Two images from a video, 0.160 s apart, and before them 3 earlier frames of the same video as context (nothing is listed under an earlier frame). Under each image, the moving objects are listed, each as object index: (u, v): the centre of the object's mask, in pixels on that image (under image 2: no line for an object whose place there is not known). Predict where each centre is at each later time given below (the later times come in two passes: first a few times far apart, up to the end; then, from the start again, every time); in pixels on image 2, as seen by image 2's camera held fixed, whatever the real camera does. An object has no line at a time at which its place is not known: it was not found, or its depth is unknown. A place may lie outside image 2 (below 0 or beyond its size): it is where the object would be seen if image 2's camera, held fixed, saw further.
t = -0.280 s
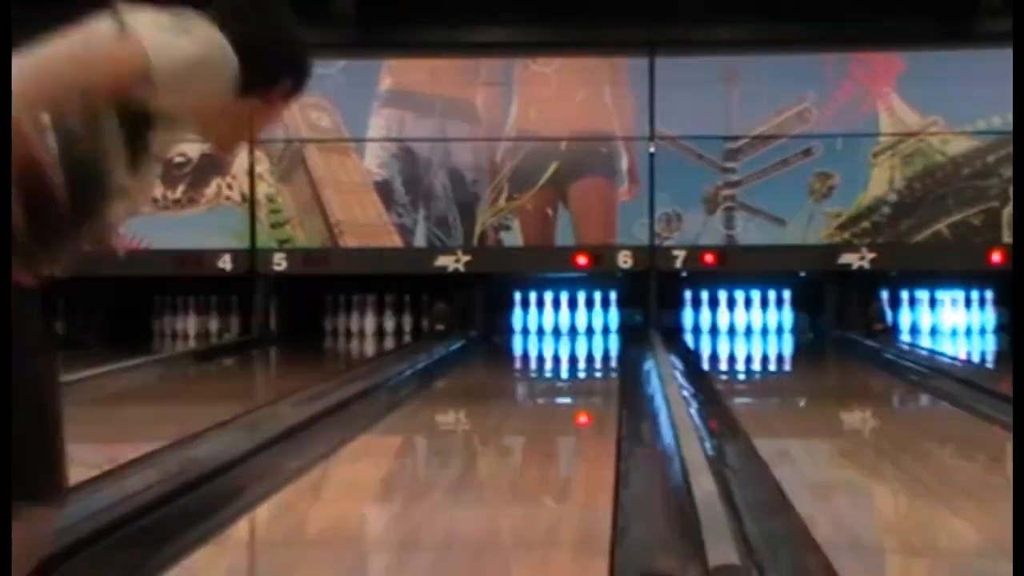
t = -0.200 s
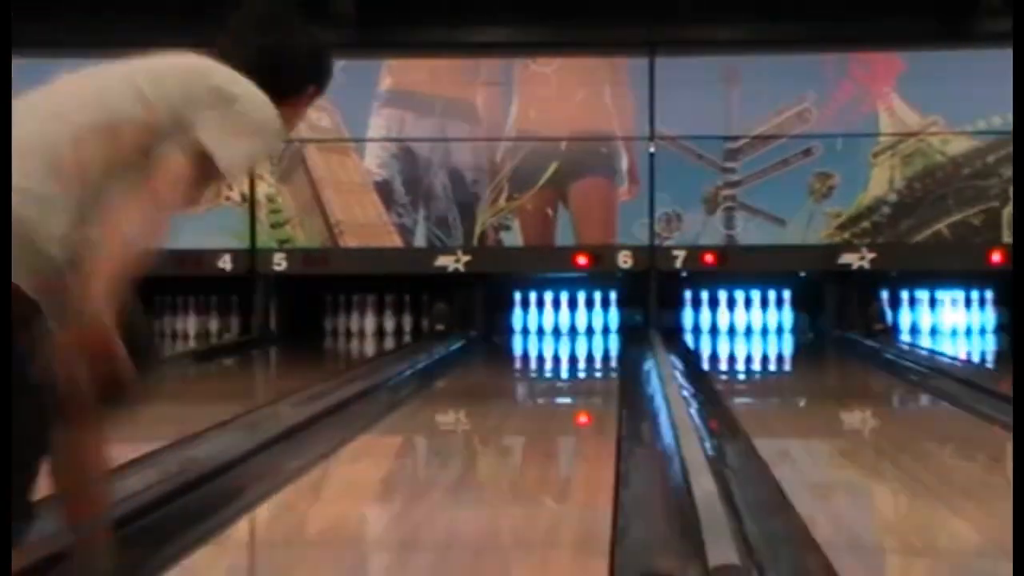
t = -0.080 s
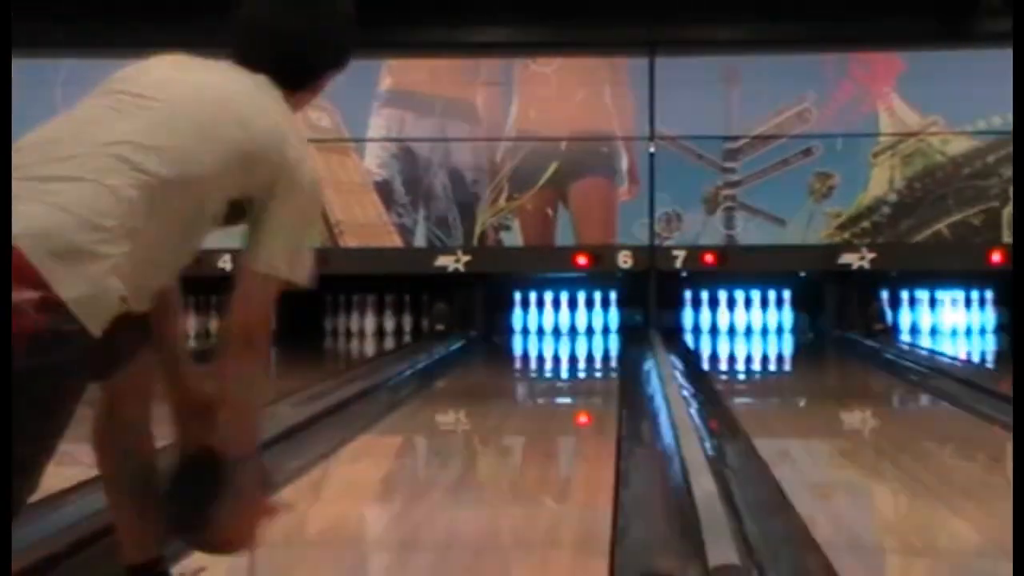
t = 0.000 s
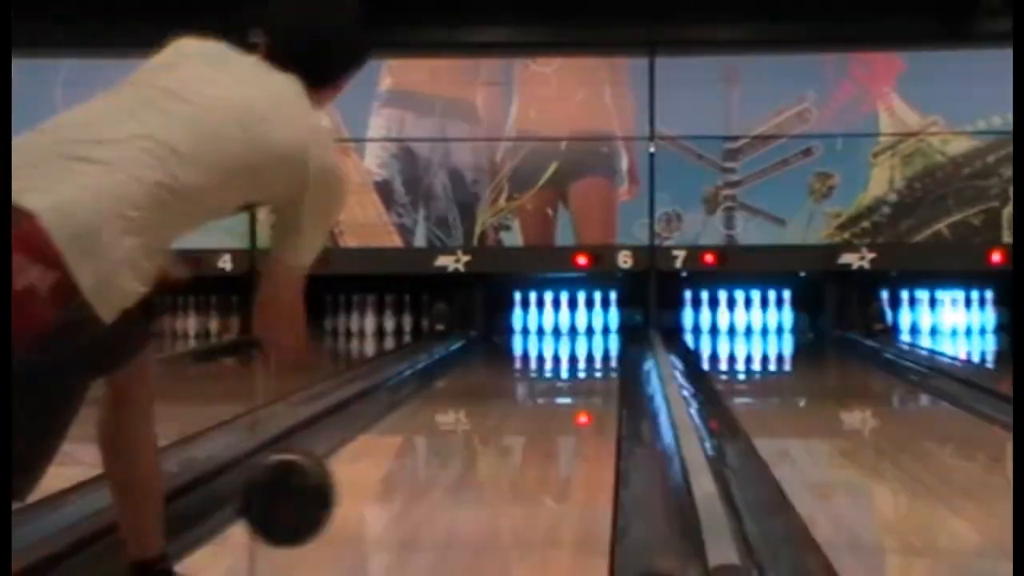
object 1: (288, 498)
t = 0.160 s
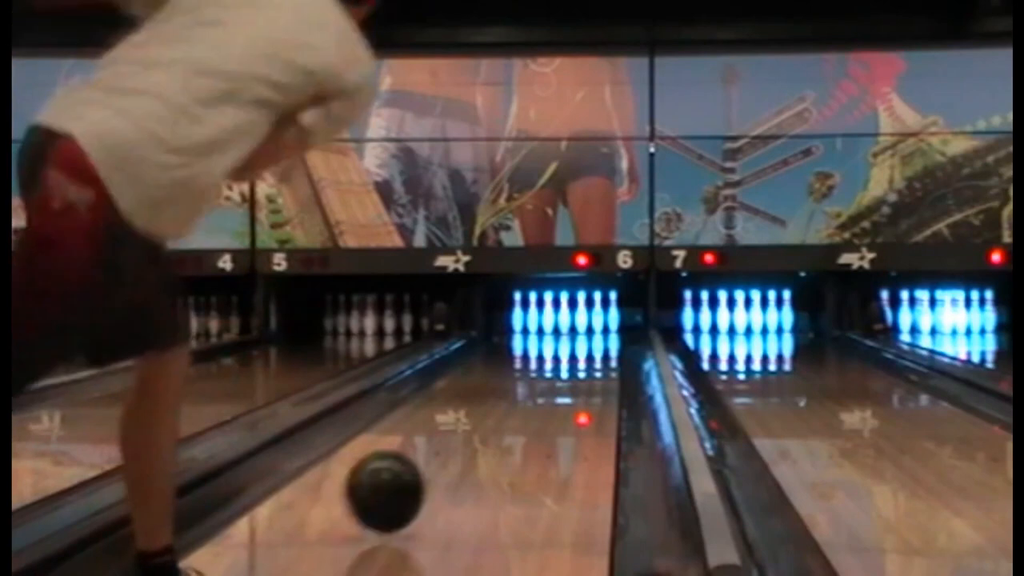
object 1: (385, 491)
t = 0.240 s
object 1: (420, 475)
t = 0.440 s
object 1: (486, 437)
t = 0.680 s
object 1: (537, 405)
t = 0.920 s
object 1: (569, 382)
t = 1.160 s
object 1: (589, 366)
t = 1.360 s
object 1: (601, 356)
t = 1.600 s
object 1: (605, 346)
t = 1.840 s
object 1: (605, 337)
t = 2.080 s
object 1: (598, 331)
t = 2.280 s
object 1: (585, 326)
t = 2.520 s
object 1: (578, 324)
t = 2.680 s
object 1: (583, 320)
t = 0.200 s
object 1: (403, 482)
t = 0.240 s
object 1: (420, 475)
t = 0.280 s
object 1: (436, 467)
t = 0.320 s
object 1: (451, 458)
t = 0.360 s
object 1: (463, 450)
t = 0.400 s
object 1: (475, 443)
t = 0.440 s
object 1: (486, 437)
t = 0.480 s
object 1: (497, 432)
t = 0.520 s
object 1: (506, 425)
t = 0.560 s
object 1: (515, 420)
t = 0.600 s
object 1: (523, 414)
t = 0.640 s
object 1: (531, 409)
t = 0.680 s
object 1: (537, 405)
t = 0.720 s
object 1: (544, 401)
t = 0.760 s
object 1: (549, 397)
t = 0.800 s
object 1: (554, 393)
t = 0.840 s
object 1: (559, 390)
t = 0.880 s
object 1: (565, 386)
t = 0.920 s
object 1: (569, 382)
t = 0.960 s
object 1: (573, 379)
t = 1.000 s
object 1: (576, 377)
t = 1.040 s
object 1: (581, 375)
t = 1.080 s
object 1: (584, 372)
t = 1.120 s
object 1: (588, 369)
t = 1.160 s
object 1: (589, 366)
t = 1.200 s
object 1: (591, 364)
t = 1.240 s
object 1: (594, 362)
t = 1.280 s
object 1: (596, 359)
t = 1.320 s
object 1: (599, 357)
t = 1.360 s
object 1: (601, 356)
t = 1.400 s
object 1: (602, 355)
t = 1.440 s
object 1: (604, 352)
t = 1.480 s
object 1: (604, 350)
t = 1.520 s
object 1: (605, 349)
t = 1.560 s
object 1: (605, 347)
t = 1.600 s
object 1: (605, 346)
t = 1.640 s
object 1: (606, 345)
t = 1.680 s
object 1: (607, 342)
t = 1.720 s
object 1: (606, 341)
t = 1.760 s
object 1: (606, 340)
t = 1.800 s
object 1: (605, 338)
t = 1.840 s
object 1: (605, 337)
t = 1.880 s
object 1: (605, 335)
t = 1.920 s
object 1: (603, 334)
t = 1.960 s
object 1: (602, 333)
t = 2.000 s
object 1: (600, 332)
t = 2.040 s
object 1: (599, 331)
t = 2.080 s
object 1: (598, 331)
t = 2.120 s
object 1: (596, 329)
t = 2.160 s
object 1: (595, 328)
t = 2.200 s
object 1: (593, 327)
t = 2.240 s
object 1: (589, 326)
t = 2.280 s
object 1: (585, 326)
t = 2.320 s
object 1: (583, 326)
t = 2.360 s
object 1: (581, 325)
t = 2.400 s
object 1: (579, 324)
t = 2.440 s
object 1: (577, 324)
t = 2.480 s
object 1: (579, 324)
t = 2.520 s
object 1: (578, 324)
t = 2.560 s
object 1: (577, 324)
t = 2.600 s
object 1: (578, 323)
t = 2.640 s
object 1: (578, 321)
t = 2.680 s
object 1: (583, 320)
